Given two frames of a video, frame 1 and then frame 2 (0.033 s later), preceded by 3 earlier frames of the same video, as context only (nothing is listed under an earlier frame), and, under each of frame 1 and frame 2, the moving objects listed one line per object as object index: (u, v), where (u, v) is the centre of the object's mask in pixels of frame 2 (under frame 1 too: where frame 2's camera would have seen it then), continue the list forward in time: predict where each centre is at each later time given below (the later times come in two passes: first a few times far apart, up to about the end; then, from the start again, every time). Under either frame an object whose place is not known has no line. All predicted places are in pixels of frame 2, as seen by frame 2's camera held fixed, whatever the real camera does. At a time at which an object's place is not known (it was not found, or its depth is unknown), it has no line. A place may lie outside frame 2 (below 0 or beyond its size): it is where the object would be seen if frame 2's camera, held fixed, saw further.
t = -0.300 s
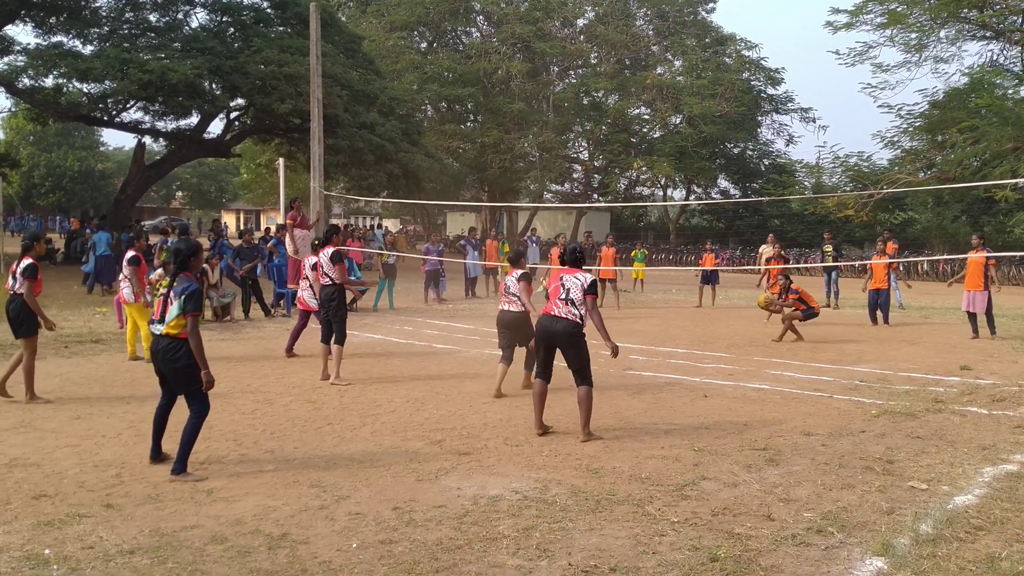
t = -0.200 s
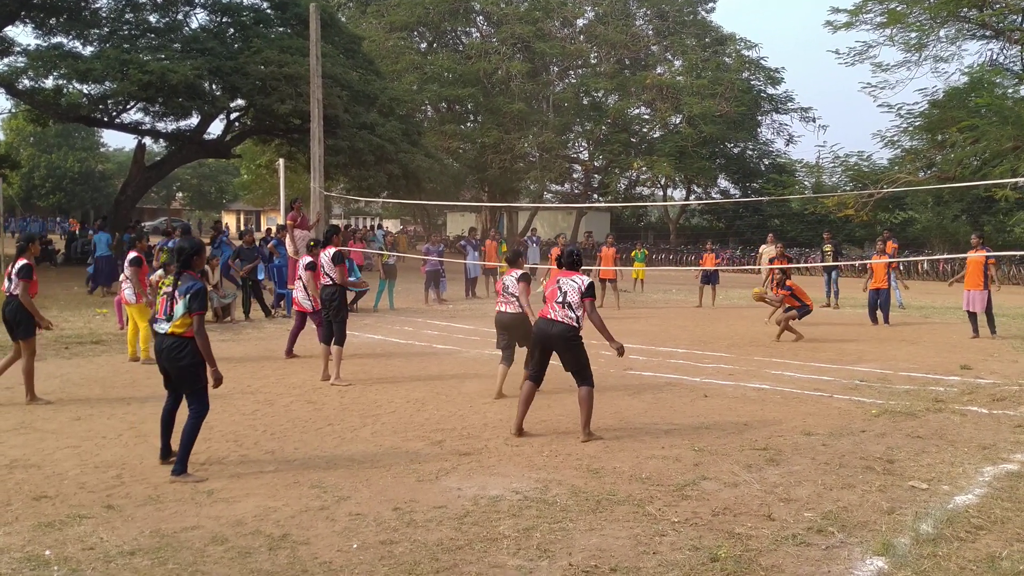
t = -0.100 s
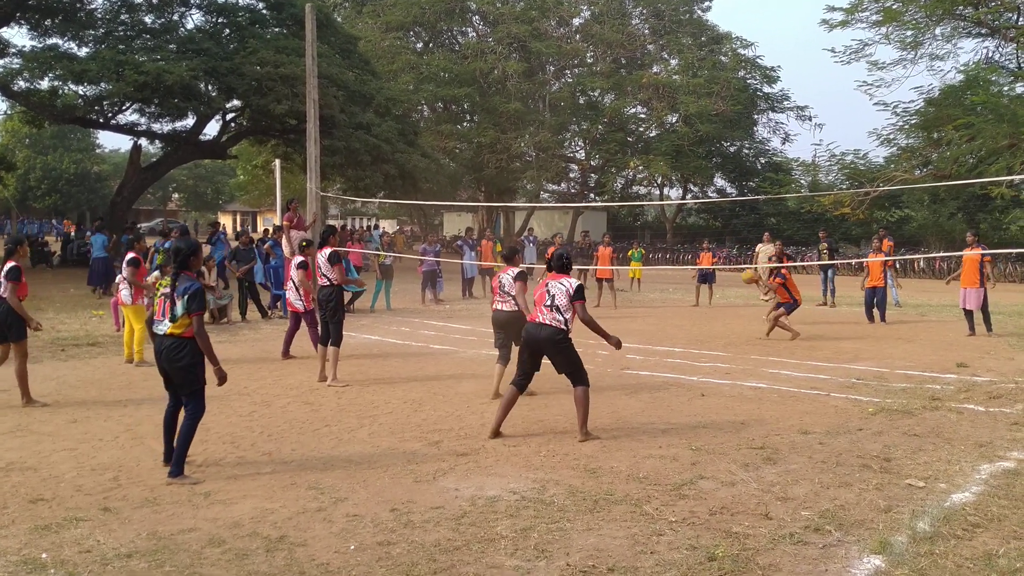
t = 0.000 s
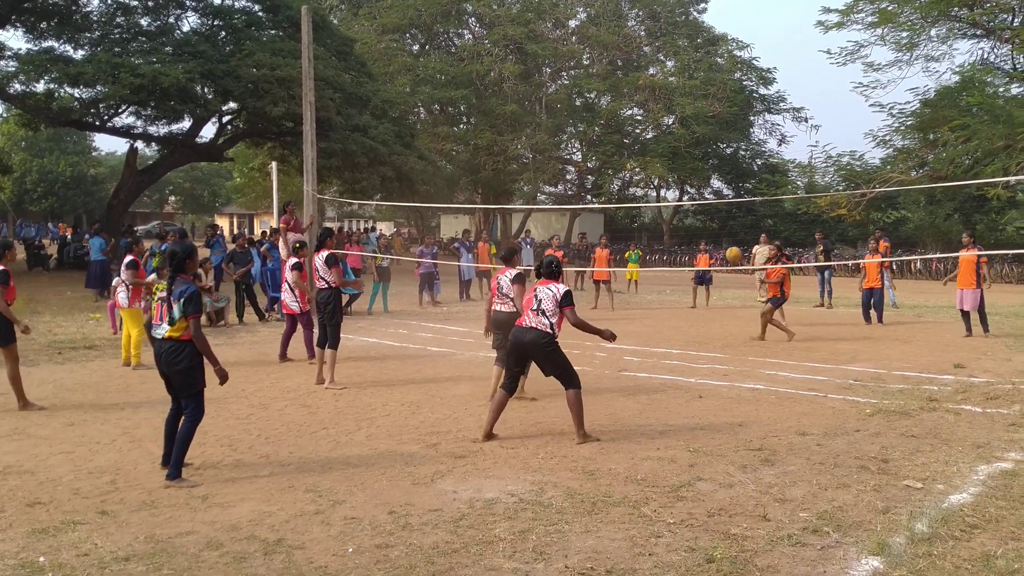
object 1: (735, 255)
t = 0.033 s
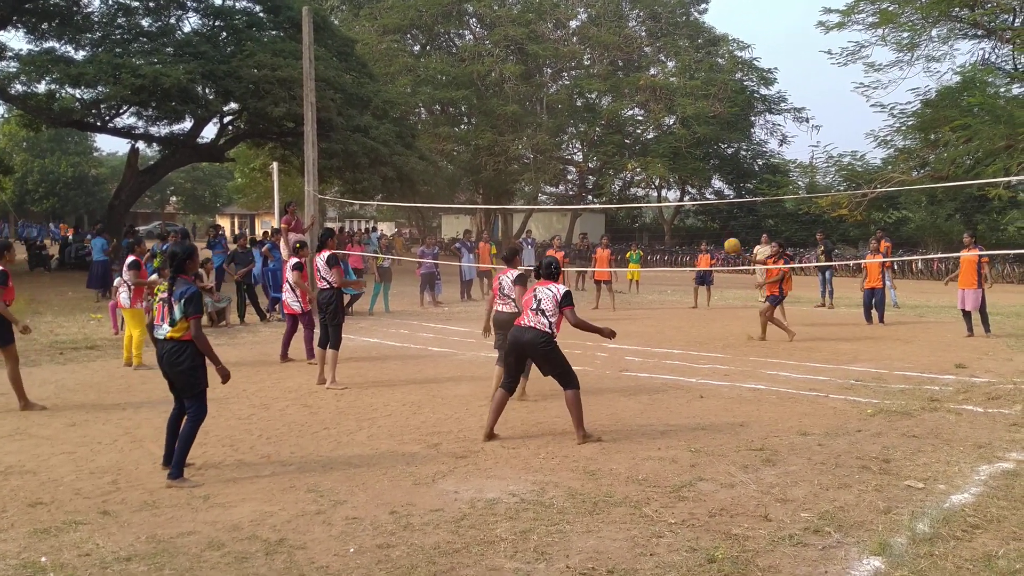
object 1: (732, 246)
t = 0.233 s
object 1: (734, 198)
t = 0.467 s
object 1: (733, 169)
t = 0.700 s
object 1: (729, 186)
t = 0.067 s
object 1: (732, 237)
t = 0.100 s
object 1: (733, 228)
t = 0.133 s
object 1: (733, 220)
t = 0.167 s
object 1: (733, 212)
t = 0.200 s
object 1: (733, 205)
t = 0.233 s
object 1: (734, 198)
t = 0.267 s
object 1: (734, 192)
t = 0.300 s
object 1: (733, 187)
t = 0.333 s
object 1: (733, 182)
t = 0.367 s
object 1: (733, 177)
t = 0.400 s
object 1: (733, 174)
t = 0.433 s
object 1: (733, 171)
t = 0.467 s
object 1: (733, 169)
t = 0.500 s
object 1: (732, 169)
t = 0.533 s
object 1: (732, 168)
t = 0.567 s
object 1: (731, 170)
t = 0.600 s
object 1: (730, 171)
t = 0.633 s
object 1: (729, 174)
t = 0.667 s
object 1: (729, 179)
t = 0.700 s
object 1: (729, 186)
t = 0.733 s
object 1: (728, 193)
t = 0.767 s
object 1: (727, 203)
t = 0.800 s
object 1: (726, 215)
